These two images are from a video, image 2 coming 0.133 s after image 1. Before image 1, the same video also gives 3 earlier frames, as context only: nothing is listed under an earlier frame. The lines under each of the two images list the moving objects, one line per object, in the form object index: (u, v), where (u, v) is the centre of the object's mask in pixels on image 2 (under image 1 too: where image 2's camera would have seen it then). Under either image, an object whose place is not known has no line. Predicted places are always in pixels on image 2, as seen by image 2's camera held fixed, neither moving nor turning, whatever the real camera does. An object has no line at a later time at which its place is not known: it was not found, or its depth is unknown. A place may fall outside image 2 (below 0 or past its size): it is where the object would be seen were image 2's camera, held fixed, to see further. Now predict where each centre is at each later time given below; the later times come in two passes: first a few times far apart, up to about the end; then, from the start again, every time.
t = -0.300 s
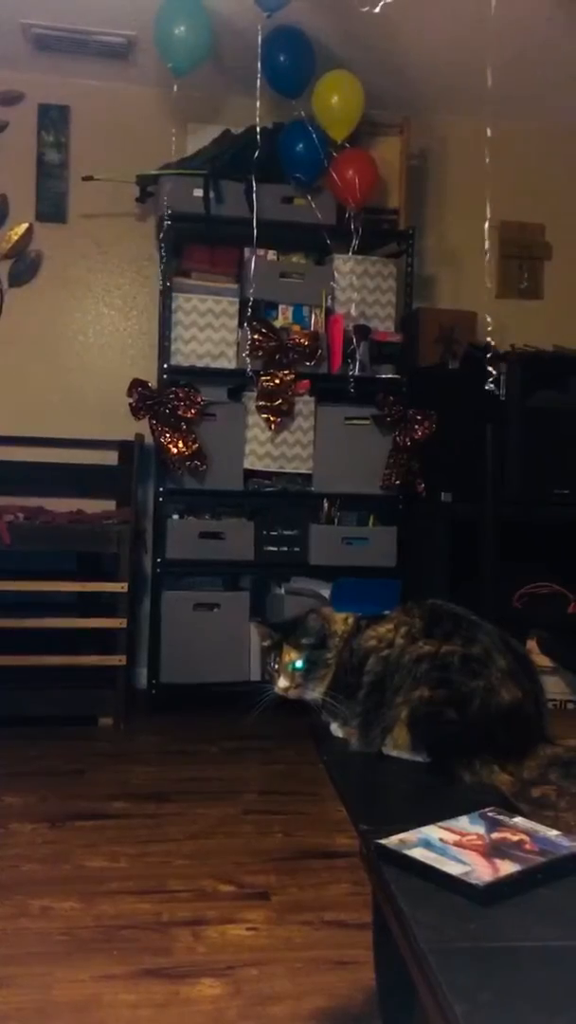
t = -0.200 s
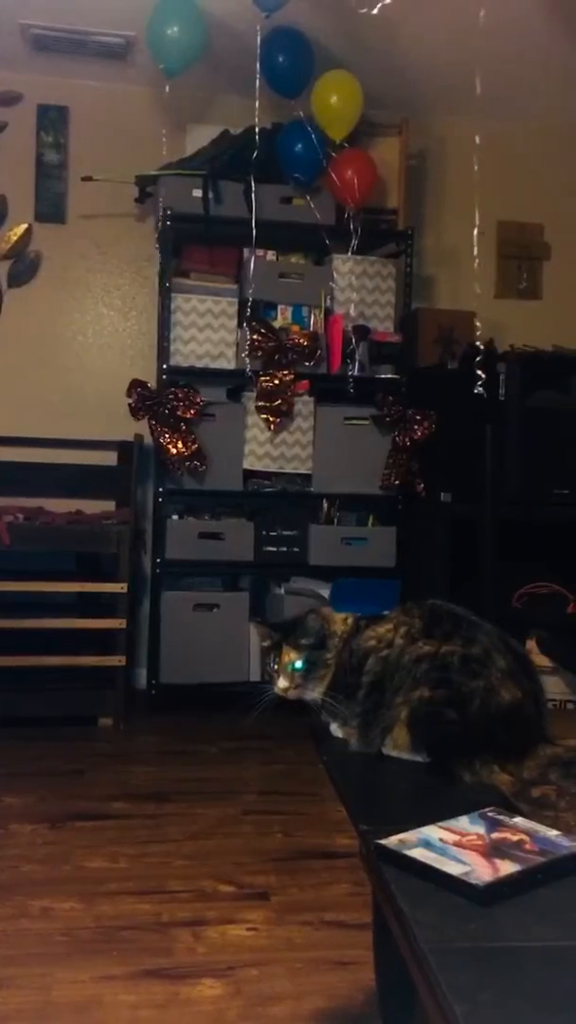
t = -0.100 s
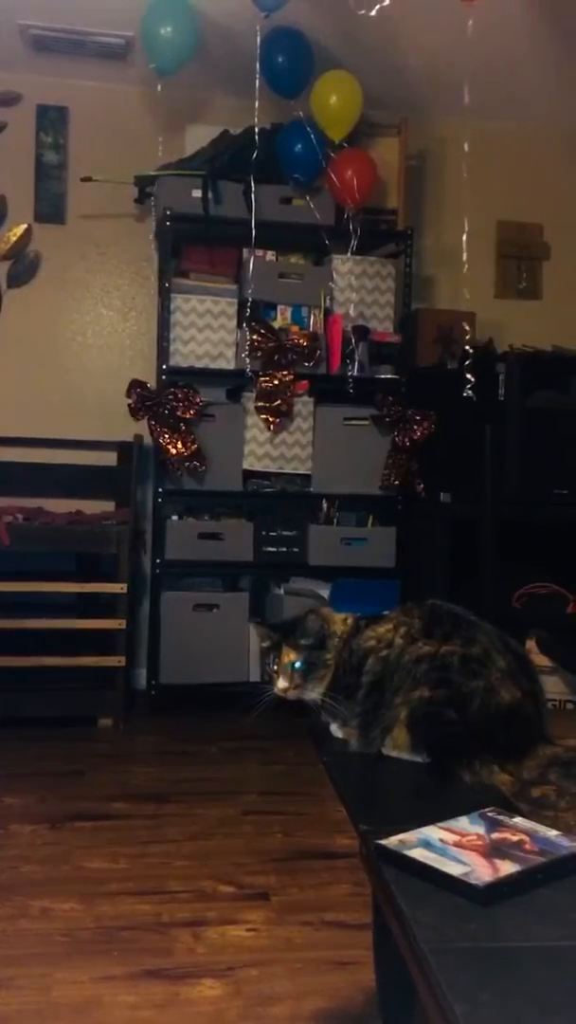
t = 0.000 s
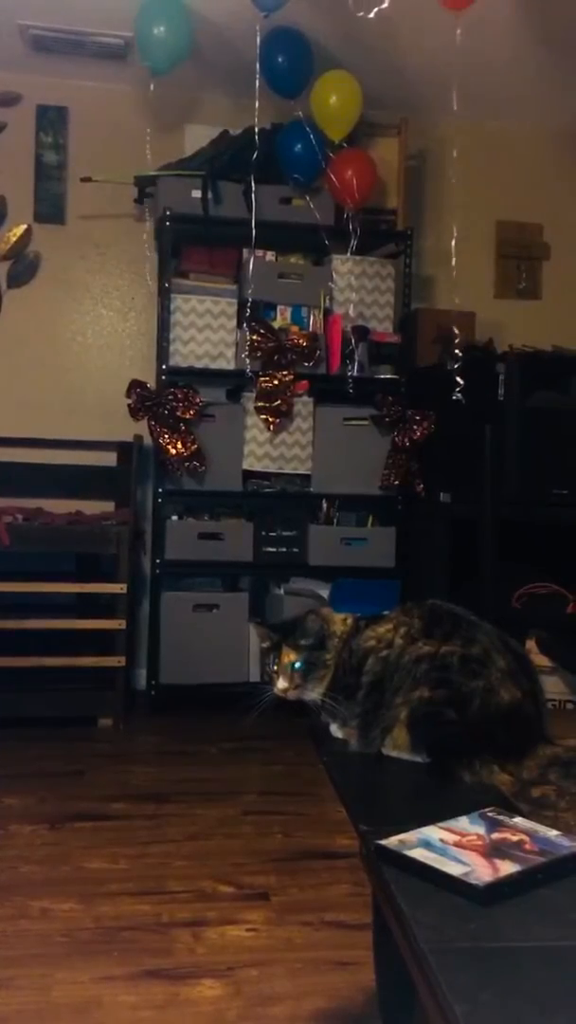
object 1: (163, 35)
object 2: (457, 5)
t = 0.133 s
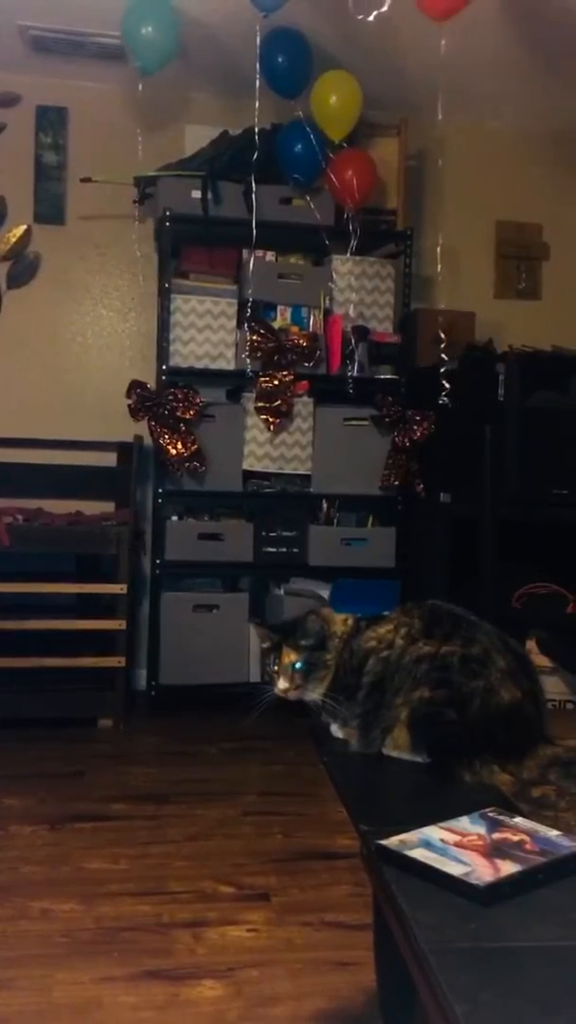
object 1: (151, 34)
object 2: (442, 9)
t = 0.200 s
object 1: (144, 34)
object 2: (435, 10)
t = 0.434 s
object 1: (101, 31)
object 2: (409, 17)
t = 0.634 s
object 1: (67, 46)
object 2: (386, 22)
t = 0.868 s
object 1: (54, 100)
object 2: (360, 26)
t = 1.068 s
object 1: (65, 158)
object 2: (336, 32)
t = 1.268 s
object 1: (64, 200)
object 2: (314, 35)
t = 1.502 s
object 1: (55, 224)
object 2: (290, 42)
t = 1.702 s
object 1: (48, 227)
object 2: (267, 45)
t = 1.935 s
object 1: (42, 216)
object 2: (242, 45)
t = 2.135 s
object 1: (47, 202)
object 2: (220, 45)
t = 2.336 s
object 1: (51, 191)
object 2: (198, 44)
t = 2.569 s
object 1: (41, 174)
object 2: (177, 38)
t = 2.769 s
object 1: (27, 156)
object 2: (159, 32)
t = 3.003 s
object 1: (14, 127)
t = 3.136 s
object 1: (12, 108)
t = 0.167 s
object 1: (147, 34)
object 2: (439, 9)
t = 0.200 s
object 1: (144, 34)
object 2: (435, 10)
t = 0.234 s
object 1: (139, 33)
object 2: (431, 11)
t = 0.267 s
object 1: (133, 32)
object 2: (427, 12)
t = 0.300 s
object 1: (128, 31)
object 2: (424, 14)
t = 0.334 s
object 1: (122, 32)
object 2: (422, 15)
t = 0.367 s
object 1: (115, 31)
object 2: (417, 16)
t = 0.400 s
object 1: (108, 32)
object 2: (412, 16)
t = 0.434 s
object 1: (101, 31)
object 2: (409, 17)
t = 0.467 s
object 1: (93, 32)
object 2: (403, 18)
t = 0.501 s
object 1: (86, 33)
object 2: (400, 19)
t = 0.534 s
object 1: (79, 35)
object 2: (397, 19)
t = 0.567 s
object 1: (73, 39)
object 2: (394, 21)
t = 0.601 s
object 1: (70, 42)
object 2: (389, 21)
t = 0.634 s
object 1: (67, 46)
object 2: (386, 22)
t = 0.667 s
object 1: (63, 52)
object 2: (382, 23)
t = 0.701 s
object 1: (60, 59)
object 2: (378, 23)
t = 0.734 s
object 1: (58, 66)
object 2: (375, 24)
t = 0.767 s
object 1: (56, 75)
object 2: (371, 25)
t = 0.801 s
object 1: (55, 81)
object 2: (367, 25)
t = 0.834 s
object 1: (54, 89)
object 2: (364, 26)
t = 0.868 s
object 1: (54, 100)
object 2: (360, 26)
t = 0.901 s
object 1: (55, 111)
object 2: (356, 28)
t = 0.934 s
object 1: (57, 118)
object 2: (352, 28)
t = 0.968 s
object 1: (58, 128)
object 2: (349, 28)
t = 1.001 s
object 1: (60, 137)
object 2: (344, 30)
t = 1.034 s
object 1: (63, 149)
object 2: (340, 31)
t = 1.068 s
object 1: (65, 158)
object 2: (336, 32)
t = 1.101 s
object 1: (66, 167)
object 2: (333, 32)
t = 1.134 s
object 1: (67, 174)
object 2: (330, 32)
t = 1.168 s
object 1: (67, 183)
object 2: (326, 33)
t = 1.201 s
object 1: (66, 189)
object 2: (322, 34)
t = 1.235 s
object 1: (65, 195)
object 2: (318, 34)
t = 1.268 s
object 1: (64, 200)
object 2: (314, 35)
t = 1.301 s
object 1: (63, 204)
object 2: (311, 36)
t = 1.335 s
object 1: (61, 209)
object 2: (308, 37)
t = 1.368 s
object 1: (60, 213)
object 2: (305, 38)
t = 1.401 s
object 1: (58, 217)
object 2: (301, 39)
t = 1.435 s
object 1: (57, 221)
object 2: (297, 40)
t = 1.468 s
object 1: (56, 223)
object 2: (294, 41)
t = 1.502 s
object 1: (55, 224)
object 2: (290, 42)
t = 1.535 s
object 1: (53, 226)
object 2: (286, 43)
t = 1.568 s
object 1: (52, 226)
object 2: (282, 43)
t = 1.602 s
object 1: (51, 227)
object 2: (278, 44)
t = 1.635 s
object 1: (49, 227)
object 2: (274, 44)
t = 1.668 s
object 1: (48, 227)
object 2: (271, 45)
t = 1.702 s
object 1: (48, 227)
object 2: (267, 45)
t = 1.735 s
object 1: (46, 226)
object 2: (264, 45)
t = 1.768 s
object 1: (45, 225)
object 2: (260, 46)
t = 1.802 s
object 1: (44, 224)
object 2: (256, 46)
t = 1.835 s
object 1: (43, 222)
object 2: (252, 46)
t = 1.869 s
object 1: (43, 221)
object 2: (249, 46)
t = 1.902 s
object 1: (43, 218)
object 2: (245, 45)
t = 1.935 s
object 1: (42, 216)
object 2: (242, 45)
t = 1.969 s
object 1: (43, 213)
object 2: (239, 45)
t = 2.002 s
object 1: (44, 211)
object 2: (234, 45)
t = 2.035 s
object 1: (45, 208)
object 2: (232, 45)
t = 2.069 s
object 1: (45, 206)
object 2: (228, 45)
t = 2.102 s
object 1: (46, 203)
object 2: (224, 45)
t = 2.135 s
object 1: (47, 202)
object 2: (220, 45)
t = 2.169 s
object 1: (48, 200)
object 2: (217, 45)
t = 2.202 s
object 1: (49, 198)
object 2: (213, 45)
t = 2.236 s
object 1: (50, 196)
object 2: (209, 44)
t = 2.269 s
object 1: (51, 195)
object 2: (205, 44)
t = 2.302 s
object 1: (51, 193)
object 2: (202, 44)
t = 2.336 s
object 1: (51, 191)
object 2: (198, 44)
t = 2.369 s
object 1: (50, 190)
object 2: (195, 43)
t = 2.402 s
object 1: (49, 187)
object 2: (191, 43)
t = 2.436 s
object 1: (48, 185)
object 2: (188, 42)
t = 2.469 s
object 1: (46, 182)
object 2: (186, 41)
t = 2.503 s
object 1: (44, 179)
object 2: (182, 40)
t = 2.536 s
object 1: (42, 176)
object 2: (180, 39)
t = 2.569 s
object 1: (41, 174)
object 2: (177, 38)
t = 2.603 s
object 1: (39, 171)
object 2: (174, 38)
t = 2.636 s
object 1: (37, 169)
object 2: (171, 36)
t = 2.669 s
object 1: (34, 166)
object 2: (168, 35)
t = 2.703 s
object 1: (33, 162)
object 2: (165, 34)
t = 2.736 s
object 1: (30, 160)
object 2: (162, 33)
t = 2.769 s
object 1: (27, 156)
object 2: (159, 32)
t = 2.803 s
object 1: (24, 152)
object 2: (156, 31)
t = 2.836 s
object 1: (22, 148)
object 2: (152, 31)
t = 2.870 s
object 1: (20, 144)
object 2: (147, 30)
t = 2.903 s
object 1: (18, 140)
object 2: (144, 29)
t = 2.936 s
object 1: (17, 136)
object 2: (139, 29)
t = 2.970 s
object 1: (15, 132)
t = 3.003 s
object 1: (14, 127)
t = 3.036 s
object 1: (13, 122)
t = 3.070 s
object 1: (13, 118)
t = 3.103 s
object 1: (12, 113)
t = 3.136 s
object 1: (12, 108)
